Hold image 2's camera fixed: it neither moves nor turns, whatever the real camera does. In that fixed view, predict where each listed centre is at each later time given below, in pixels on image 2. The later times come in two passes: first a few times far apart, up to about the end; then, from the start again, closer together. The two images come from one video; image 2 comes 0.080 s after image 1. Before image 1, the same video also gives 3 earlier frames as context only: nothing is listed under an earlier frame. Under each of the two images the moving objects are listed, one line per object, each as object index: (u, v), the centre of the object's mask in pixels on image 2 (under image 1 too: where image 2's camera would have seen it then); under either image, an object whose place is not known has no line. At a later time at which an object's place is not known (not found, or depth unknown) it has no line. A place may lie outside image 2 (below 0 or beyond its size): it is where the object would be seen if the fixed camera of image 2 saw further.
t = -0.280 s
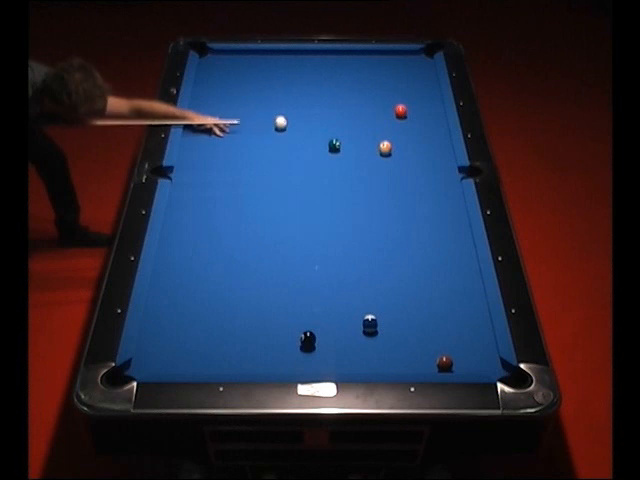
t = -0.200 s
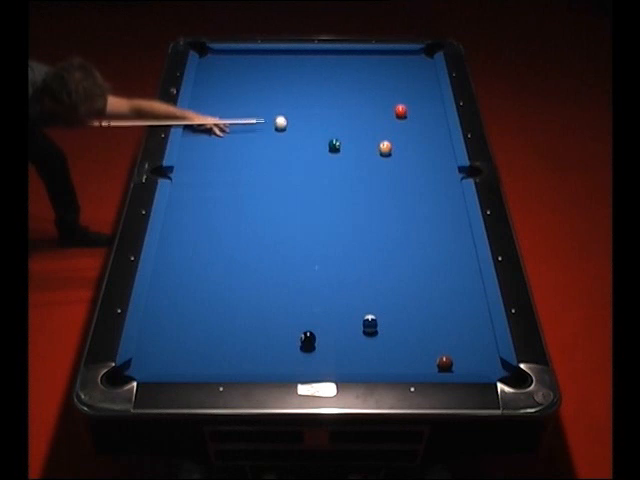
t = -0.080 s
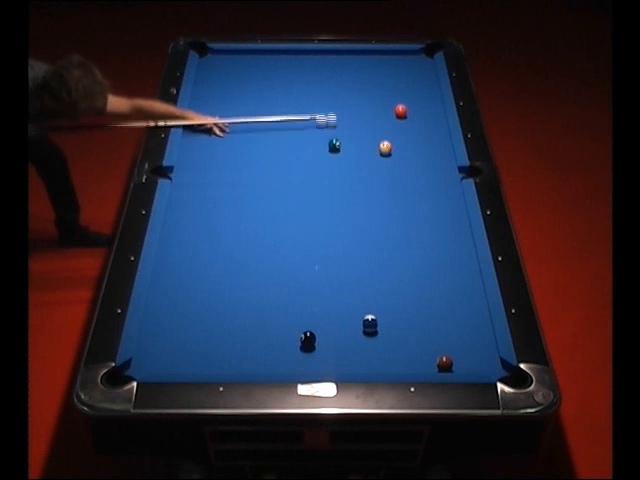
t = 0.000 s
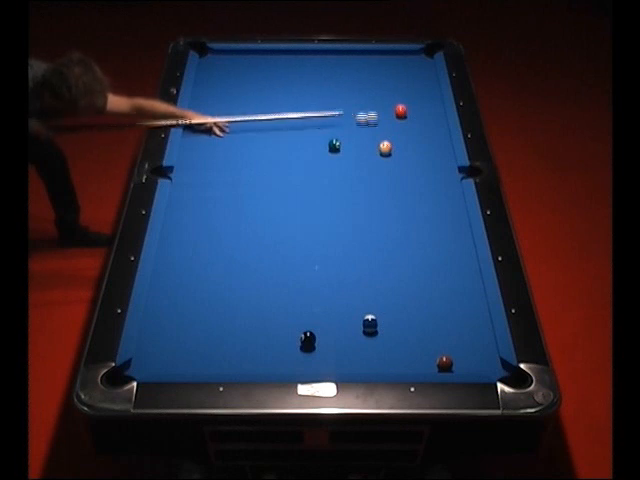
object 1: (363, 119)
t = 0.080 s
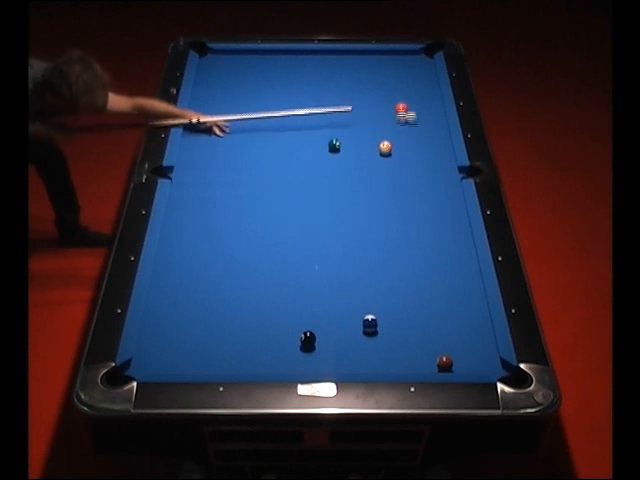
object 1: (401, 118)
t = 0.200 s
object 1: (424, 121)
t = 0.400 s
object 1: (363, 124)
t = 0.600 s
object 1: (314, 126)
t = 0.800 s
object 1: (266, 128)
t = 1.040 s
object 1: (208, 132)
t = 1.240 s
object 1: (204, 132)
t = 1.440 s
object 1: (229, 133)
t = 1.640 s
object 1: (252, 133)
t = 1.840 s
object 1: (275, 133)
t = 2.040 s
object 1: (297, 133)
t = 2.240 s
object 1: (319, 133)
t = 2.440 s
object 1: (340, 133)
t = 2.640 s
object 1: (359, 133)
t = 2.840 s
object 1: (378, 133)
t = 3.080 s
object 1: (401, 134)
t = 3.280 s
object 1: (419, 134)
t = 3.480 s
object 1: (436, 134)
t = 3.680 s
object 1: (440, 134)
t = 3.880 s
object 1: (431, 134)
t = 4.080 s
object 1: (423, 134)
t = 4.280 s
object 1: (415, 134)
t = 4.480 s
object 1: (408, 134)
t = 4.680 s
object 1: (402, 133)
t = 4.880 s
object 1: (396, 134)
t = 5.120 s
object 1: (390, 134)
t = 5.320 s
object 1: (385, 133)
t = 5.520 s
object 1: (381, 134)
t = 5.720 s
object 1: (378, 134)
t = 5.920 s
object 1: (376, 134)
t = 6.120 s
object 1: (374, 133)
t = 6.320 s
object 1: (372, 134)
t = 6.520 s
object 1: (372, 133)
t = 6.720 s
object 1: (371, 133)
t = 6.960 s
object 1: (371, 133)
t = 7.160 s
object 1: (371, 133)
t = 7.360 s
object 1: (371, 133)
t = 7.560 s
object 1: (371, 133)
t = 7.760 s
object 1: (371, 133)
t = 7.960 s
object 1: (371, 133)
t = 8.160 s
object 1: (371, 133)
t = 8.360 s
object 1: (371, 133)
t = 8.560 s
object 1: (371, 133)
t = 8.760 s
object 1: (371, 133)
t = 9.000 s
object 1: (371, 133)
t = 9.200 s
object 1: (371, 133)
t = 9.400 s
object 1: (371, 133)
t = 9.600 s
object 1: (371, 133)
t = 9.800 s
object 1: (371, 133)
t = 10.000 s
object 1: (371, 133)
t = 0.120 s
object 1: (420, 119)
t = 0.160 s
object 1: (439, 120)
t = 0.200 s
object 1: (424, 121)
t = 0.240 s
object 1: (410, 122)
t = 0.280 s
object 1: (397, 123)
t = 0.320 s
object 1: (385, 123)
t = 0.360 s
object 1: (373, 124)
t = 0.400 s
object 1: (363, 124)
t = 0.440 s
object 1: (353, 124)
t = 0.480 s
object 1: (343, 125)
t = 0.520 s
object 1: (333, 125)
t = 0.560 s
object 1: (324, 126)
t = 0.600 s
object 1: (314, 126)
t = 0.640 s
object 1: (305, 126)
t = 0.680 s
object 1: (295, 127)
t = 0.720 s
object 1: (285, 127)
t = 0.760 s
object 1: (275, 128)
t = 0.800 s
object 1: (266, 128)
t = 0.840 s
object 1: (256, 129)
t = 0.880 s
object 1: (247, 129)
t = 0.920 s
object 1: (237, 130)
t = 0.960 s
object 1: (227, 131)
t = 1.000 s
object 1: (217, 131)
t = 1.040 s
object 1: (208, 132)
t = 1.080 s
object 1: (198, 132)
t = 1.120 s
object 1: (189, 132)
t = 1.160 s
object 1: (191, 132)
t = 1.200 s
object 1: (198, 133)
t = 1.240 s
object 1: (204, 132)
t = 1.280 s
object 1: (210, 133)
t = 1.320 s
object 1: (215, 133)
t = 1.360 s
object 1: (219, 133)
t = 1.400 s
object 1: (224, 133)
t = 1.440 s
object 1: (229, 133)
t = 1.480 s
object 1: (233, 133)
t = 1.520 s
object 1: (238, 132)
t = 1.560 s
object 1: (243, 133)
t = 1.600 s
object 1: (248, 133)
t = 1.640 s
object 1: (252, 133)
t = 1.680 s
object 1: (257, 133)
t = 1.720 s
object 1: (262, 133)
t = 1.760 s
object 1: (266, 133)
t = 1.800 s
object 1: (271, 132)
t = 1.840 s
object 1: (275, 133)
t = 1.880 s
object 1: (280, 133)
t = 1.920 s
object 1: (284, 133)
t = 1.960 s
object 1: (289, 133)
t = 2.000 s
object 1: (293, 133)
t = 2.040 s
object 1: (297, 133)
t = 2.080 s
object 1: (302, 133)
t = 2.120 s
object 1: (306, 133)
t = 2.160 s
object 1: (310, 133)
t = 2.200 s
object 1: (315, 133)
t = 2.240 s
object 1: (319, 133)
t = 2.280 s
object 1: (323, 133)
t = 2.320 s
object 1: (327, 133)
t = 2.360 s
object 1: (331, 132)
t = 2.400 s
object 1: (336, 132)
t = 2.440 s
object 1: (340, 133)
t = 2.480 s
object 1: (344, 133)
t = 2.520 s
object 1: (348, 133)
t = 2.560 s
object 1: (351, 133)
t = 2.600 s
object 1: (355, 133)
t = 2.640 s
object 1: (359, 133)
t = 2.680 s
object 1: (364, 133)
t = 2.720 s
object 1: (367, 133)
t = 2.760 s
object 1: (371, 133)
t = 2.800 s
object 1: (375, 133)
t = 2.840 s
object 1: (378, 133)
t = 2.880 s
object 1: (382, 133)
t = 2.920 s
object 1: (386, 133)
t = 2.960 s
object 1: (390, 133)
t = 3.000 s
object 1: (393, 133)
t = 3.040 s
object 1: (397, 134)
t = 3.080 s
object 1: (401, 134)
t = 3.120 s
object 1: (405, 134)
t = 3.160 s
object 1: (408, 134)
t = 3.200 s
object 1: (412, 134)
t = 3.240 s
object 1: (415, 134)
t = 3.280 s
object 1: (419, 134)
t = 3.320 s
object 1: (422, 134)
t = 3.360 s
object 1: (425, 134)
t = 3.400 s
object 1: (429, 134)
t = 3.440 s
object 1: (432, 134)
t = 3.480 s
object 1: (436, 134)
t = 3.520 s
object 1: (439, 134)
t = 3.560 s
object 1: (442, 134)
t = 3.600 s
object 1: (443, 134)
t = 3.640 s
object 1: (441, 134)
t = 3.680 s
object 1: (440, 134)
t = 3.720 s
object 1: (438, 134)
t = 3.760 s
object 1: (436, 134)
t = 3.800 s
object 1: (435, 134)
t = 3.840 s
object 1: (433, 134)
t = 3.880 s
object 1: (431, 134)
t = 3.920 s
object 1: (429, 134)
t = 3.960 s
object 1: (428, 134)
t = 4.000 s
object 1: (426, 134)
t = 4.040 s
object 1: (424, 134)
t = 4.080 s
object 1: (423, 134)
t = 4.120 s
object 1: (421, 134)
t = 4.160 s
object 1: (420, 134)
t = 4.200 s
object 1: (418, 134)
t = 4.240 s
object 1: (417, 134)
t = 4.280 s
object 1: (415, 134)
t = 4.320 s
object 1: (414, 134)
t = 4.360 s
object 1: (412, 134)
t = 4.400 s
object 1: (411, 134)
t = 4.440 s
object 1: (410, 134)
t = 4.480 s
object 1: (408, 134)
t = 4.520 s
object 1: (407, 133)
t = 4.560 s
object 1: (406, 134)
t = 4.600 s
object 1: (405, 134)
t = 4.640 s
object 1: (403, 133)
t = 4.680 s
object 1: (402, 133)
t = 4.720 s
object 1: (401, 134)
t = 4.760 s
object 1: (399, 134)
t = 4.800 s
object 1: (398, 134)
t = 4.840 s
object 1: (397, 134)
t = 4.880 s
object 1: (396, 134)
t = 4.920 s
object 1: (395, 134)
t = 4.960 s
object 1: (394, 134)
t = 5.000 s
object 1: (393, 134)
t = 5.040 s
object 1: (392, 134)
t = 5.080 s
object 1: (391, 133)
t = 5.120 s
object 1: (390, 134)
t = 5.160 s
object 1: (389, 133)
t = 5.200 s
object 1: (388, 133)
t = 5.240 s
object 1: (387, 133)
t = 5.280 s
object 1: (386, 133)
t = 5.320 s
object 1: (385, 133)
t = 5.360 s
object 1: (384, 133)
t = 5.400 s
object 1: (384, 133)
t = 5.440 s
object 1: (383, 134)
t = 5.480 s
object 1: (382, 134)
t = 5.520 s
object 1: (381, 134)
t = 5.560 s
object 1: (381, 134)
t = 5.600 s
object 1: (380, 134)
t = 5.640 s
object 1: (379, 134)
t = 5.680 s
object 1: (379, 134)
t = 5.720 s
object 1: (378, 134)
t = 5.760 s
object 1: (378, 134)
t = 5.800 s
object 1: (377, 134)
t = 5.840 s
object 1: (377, 134)
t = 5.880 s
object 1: (376, 134)
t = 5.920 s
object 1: (376, 134)
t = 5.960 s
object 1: (375, 134)
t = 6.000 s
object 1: (375, 134)
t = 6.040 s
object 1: (375, 133)
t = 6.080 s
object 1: (374, 134)
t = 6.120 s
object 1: (374, 133)
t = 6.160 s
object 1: (374, 134)
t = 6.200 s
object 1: (373, 133)
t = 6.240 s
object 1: (373, 134)
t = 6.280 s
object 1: (373, 133)
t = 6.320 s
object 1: (372, 134)
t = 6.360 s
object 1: (372, 134)
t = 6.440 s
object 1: (372, 133)
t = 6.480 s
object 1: (372, 133)
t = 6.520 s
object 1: (372, 133)
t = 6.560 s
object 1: (372, 133)
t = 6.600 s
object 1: (372, 133)
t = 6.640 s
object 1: (371, 133)
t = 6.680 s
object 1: (372, 133)
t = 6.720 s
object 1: (371, 133)
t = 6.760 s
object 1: (372, 133)
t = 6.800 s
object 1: (371, 133)
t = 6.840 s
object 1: (371, 133)
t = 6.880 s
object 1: (371, 133)
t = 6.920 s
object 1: (371, 133)
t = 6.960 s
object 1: (371, 133)
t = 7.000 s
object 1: (371, 133)
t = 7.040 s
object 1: (371, 133)
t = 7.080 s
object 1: (371, 133)
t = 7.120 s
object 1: (371, 133)
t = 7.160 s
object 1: (371, 133)
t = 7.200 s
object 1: (371, 133)
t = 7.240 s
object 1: (371, 133)
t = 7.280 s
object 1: (371, 133)
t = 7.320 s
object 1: (371, 133)
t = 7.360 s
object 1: (371, 133)
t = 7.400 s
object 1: (371, 133)
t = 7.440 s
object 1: (371, 133)
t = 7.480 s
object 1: (371, 133)
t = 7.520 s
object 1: (371, 133)
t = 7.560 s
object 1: (371, 133)
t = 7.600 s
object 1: (371, 133)
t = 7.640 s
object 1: (371, 133)
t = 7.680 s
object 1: (371, 133)
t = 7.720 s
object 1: (371, 133)
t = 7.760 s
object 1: (371, 133)
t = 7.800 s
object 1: (371, 133)
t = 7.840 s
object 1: (371, 133)
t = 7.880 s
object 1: (371, 133)
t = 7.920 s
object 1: (371, 133)
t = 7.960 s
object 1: (371, 133)
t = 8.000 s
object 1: (371, 133)
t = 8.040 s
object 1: (371, 133)
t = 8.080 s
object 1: (371, 133)
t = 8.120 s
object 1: (371, 133)
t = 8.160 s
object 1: (371, 133)
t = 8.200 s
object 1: (371, 133)
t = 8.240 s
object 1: (371, 133)
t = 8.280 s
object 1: (371, 133)
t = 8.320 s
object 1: (371, 133)
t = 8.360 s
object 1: (371, 133)
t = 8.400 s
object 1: (371, 133)
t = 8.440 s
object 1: (371, 133)
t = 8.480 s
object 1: (371, 133)
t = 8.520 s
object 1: (371, 133)
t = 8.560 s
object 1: (371, 133)
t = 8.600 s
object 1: (371, 133)
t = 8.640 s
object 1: (371, 133)
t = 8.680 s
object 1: (371, 133)
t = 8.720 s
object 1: (371, 133)
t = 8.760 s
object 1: (371, 133)
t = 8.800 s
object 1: (371, 133)
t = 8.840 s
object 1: (371, 133)
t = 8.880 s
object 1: (371, 133)
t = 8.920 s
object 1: (371, 133)
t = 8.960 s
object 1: (371, 133)
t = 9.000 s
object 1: (371, 133)
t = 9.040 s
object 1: (371, 133)
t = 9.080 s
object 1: (371, 133)
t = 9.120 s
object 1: (371, 133)
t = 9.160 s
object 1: (371, 133)
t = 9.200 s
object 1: (371, 133)
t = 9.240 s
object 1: (371, 133)
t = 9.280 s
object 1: (371, 133)
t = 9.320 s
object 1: (371, 133)
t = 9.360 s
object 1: (371, 133)
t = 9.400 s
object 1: (371, 133)
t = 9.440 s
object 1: (371, 133)
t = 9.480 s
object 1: (371, 133)
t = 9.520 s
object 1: (371, 133)
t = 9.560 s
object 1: (371, 133)
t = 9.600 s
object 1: (371, 133)
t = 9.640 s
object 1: (371, 133)
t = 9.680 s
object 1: (371, 133)
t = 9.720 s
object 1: (371, 133)
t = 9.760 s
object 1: (371, 133)
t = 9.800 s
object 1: (371, 133)
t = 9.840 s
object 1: (371, 133)
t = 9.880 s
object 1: (371, 133)
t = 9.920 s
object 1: (371, 133)
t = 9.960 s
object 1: (371, 133)
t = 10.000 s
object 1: (371, 133)
